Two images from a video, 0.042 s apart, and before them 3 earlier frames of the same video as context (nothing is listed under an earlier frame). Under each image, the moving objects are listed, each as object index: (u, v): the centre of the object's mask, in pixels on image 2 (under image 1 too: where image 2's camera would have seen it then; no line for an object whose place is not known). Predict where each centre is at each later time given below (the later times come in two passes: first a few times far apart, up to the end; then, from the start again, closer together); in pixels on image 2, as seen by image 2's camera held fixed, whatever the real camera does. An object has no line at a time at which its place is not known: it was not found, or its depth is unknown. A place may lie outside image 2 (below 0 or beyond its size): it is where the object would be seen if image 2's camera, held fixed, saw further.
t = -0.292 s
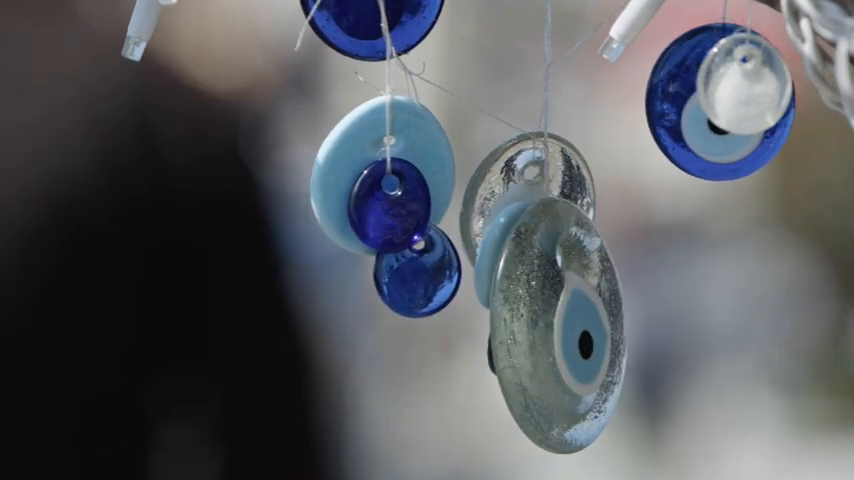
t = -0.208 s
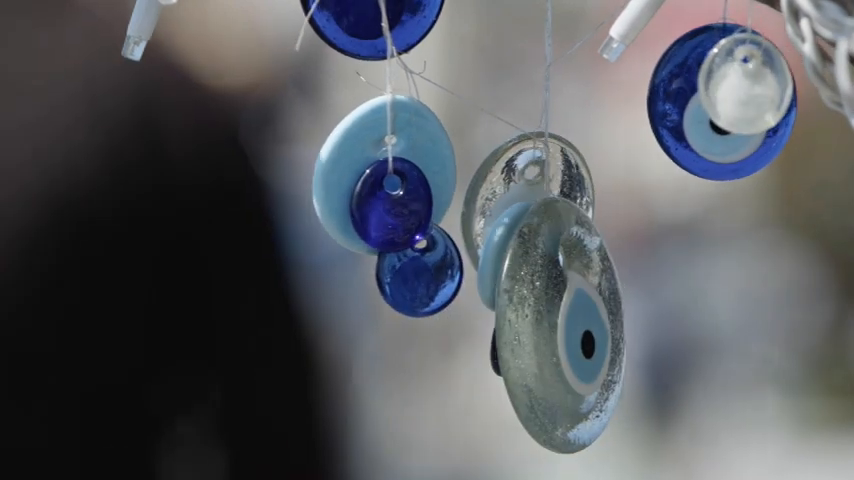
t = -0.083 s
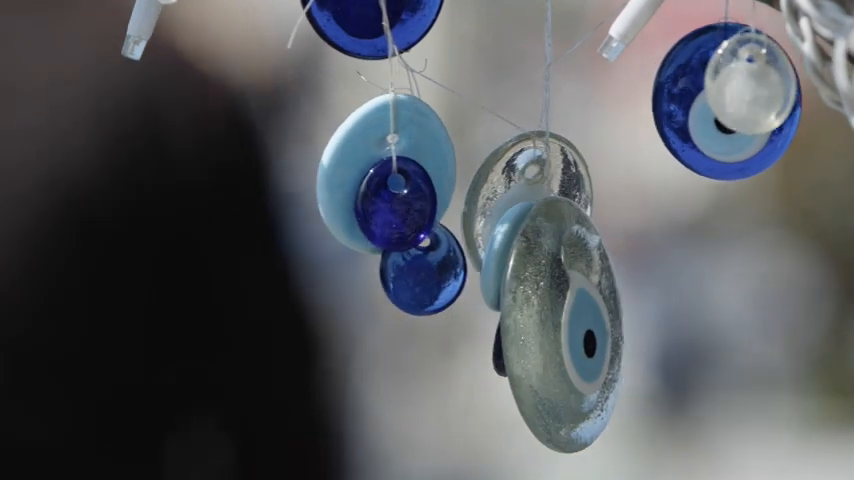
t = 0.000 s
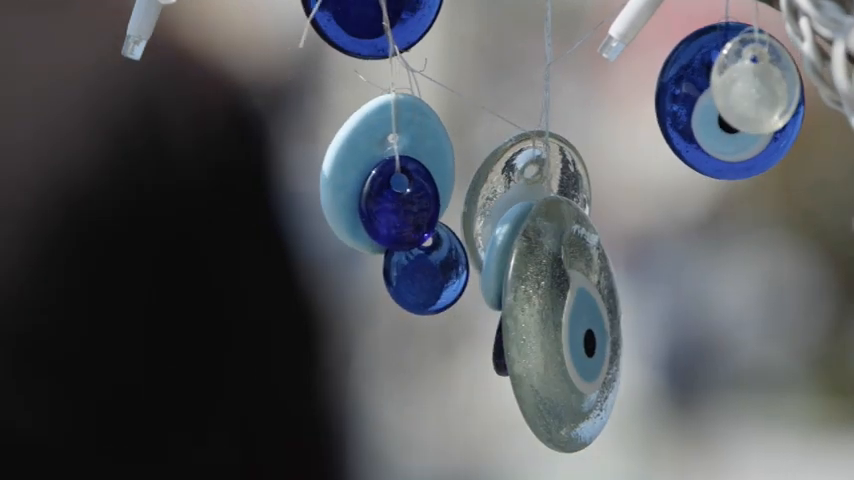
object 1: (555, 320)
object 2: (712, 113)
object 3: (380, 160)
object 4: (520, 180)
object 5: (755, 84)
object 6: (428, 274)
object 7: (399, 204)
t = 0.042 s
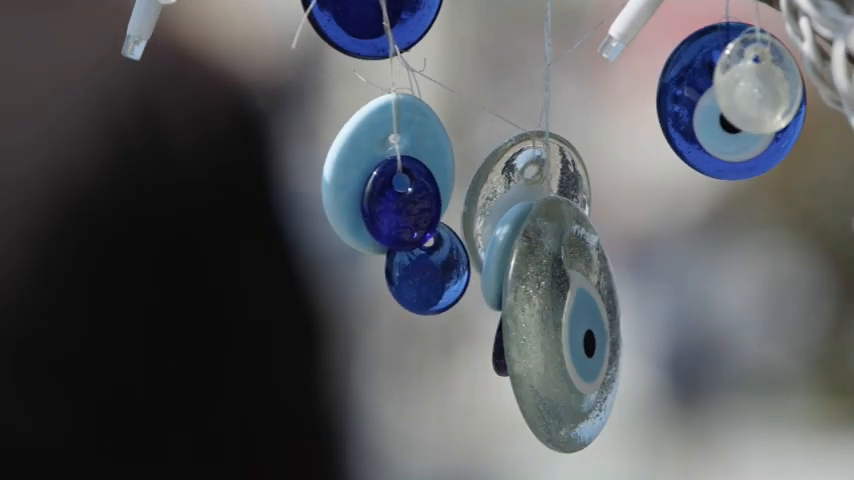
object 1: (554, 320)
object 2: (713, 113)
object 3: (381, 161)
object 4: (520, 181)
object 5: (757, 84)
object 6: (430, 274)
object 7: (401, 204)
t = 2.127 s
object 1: (546, 326)
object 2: (716, 111)
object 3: (377, 158)
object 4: (558, 174)
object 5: (761, 84)
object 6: (417, 276)
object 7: (386, 205)
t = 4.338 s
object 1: (533, 324)
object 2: (741, 131)
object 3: (365, 163)
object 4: (559, 174)
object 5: (735, 81)
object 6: (411, 277)
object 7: (391, 203)
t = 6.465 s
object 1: (549, 324)
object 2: (708, 127)
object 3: (377, 162)
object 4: (534, 176)
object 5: (733, 82)
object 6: (428, 275)
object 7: (404, 203)
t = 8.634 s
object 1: (559, 322)
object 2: (702, 114)
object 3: (379, 161)
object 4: (530, 178)
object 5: (746, 84)
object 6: (430, 275)
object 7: (400, 203)
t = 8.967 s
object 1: (553, 319)
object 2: (710, 107)
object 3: (379, 162)
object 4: (516, 183)
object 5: (765, 84)
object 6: (434, 274)
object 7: (403, 203)
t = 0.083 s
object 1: (553, 320)
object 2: (714, 113)
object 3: (380, 161)
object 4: (520, 181)
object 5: (759, 84)
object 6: (431, 274)
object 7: (403, 204)
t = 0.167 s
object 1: (551, 320)
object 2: (713, 112)
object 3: (380, 162)
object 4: (519, 180)
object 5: (762, 84)
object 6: (432, 275)
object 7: (405, 203)
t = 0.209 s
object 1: (550, 320)
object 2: (713, 112)
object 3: (379, 162)
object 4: (518, 180)
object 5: (762, 84)
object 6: (432, 275)
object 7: (405, 204)
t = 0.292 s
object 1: (548, 320)
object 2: (710, 111)
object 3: (378, 162)
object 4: (517, 182)
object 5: (761, 84)
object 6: (431, 275)
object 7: (405, 203)
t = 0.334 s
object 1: (546, 320)
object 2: (709, 111)
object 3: (378, 162)
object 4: (517, 181)
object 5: (760, 84)
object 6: (430, 275)
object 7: (405, 203)
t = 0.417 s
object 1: (545, 321)
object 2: (706, 112)
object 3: (376, 162)
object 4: (518, 179)
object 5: (755, 84)
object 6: (429, 275)
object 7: (404, 202)
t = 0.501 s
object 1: (544, 321)
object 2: (703, 112)
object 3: (376, 162)
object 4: (520, 178)
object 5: (749, 83)
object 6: (428, 274)
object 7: (402, 201)
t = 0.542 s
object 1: (544, 320)
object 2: (703, 113)
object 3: (376, 161)
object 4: (522, 176)
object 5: (746, 83)
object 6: (428, 274)
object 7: (401, 201)
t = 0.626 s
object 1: (545, 321)
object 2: (702, 114)
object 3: (376, 160)
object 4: (525, 176)
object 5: (742, 82)
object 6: (426, 273)
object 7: (398, 201)
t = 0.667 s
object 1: (545, 321)
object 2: (702, 115)
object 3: (375, 160)
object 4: (527, 175)
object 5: (741, 82)
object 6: (424, 273)
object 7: (397, 202)
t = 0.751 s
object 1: (547, 321)
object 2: (703, 116)
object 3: (374, 159)
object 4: (534, 174)
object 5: (741, 83)
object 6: (422, 274)
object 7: (393, 202)
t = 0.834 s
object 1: (548, 321)
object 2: (706, 116)
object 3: (377, 157)
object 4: (539, 173)
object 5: (744, 83)
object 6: (419, 274)
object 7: (389, 203)
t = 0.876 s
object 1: (549, 322)
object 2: (708, 116)
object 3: (377, 157)
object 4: (547, 173)
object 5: (746, 83)
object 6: (418, 274)
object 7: (388, 203)
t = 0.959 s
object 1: (550, 322)
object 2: (712, 114)
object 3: (376, 157)
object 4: (552, 173)
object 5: (751, 83)
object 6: (415, 275)
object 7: (385, 204)
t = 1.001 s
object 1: (549, 322)
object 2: (714, 111)
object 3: (375, 157)
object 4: (554, 173)
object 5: (754, 83)
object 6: (414, 275)
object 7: (384, 204)
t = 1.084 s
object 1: (548, 323)
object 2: (713, 112)
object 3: (371, 158)
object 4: (559, 173)
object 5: (758, 83)
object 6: (412, 275)
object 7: (383, 204)
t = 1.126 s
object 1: (547, 323)
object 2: (713, 112)
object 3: (372, 158)
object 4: (561, 173)
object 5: (759, 83)
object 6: (412, 275)
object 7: (383, 204)
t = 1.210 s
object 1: (545, 323)
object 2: (712, 111)
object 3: (373, 158)
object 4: (563, 172)
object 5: (761, 84)
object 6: (412, 275)
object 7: (384, 204)
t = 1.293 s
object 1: (544, 324)
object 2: (710, 111)
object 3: (373, 157)
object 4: (566, 173)
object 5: (760, 84)
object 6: (413, 276)
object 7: (387, 204)
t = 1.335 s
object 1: (543, 324)
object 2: (709, 110)
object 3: (372, 158)
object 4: (567, 173)
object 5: (759, 84)
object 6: (415, 275)
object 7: (388, 204)
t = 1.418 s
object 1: (541, 325)
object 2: (711, 107)
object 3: (376, 158)
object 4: (569, 173)
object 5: (756, 83)
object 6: (418, 275)
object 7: (392, 203)
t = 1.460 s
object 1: (541, 325)
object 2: (706, 111)
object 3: (376, 158)
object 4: (568, 174)
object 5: (751, 86)
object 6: (420, 275)
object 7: (395, 203)
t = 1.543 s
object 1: (539, 325)
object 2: (707, 111)
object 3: (376, 158)
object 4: (566, 175)
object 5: (748, 82)
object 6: (424, 274)
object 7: (399, 203)
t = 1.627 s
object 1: (539, 326)
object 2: (722, 100)
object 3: (377, 162)
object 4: (565, 175)
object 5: (744, 81)
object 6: (426, 275)
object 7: (402, 203)
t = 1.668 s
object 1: (539, 327)
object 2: (704, 114)
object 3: (377, 163)
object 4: (564, 175)
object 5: (743, 82)
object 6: (427, 275)
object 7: (404, 202)
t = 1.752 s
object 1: (539, 327)
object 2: (705, 110)
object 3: (376, 165)
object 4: (563, 175)
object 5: (749, 85)
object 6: (428, 274)
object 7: (406, 201)
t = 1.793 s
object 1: (540, 327)
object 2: (702, 111)
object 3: (377, 166)
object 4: (563, 175)
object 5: (752, 86)
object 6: (430, 275)
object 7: (405, 202)
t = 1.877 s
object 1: (542, 327)
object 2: (704, 110)
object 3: (376, 164)
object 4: (562, 175)
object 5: (762, 86)
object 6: (428, 275)
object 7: (400, 204)
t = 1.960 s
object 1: (543, 327)
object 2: (709, 109)
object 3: (376, 161)
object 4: (561, 175)
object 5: (766, 86)
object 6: (424, 276)
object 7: (394, 205)
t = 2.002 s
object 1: (544, 326)
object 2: (710, 109)
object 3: (376, 160)
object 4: (561, 175)
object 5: (766, 86)
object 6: (422, 276)
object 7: (392, 206)
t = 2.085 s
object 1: (545, 326)
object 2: (714, 110)
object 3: (375, 159)
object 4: (560, 174)
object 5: (764, 84)
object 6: (419, 276)
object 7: (387, 205)
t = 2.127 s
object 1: (546, 326)
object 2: (716, 111)
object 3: (377, 158)
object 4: (558, 174)
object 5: (761, 84)
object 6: (417, 276)
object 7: (386, 205)
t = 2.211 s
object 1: (547, 326)
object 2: (735, 100)
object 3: (380, 158)
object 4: (557, 174)
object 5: (753, 82)
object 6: (415, 274)
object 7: (384, 206)
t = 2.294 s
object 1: (547, 326)
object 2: (722, 125)
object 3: (380, 158)
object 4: (554, 174)
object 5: (744, 81)
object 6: (415, 276)
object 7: (385, 205)
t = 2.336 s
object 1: (547, 327)
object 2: (724, 127)
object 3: (381, 158)
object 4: (553, 174)
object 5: (741, 80)
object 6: (416, 275)
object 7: (386, 205)
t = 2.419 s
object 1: (546, 327)
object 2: (715, 125)
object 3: (382, 157)
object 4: (550, 174)
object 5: (736, 80)
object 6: (422, 274)
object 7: (391, 205)
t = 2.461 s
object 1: (547, 326)
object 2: (706, 119)
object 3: (380, 157)
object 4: (548, 175)
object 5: (736, 80)
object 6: (425, 275)
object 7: (393, 204)
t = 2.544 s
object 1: (553, 323)
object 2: (698, 114)
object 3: (378, 159)
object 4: (544, 175)
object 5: (738, 81)
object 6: (430, 273)
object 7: (398, 201)
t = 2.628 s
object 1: (550, 322)
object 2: (690, 108)
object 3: (377, 160)
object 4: (538, 174)
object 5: (745, 83)
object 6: (432, 272)
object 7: (403, 200)
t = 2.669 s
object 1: (548, 322)
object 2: (689, 106)
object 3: (377, 161)
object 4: (536, 173)
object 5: (749, 84)
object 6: (433, 271)
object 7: (403, 199)
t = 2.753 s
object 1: (546, 321)
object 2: (691, 105)
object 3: (378, 160)
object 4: (535, 174)
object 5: (758, 84)
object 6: (435, 271)
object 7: (407, 197)
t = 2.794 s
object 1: (545, 320)
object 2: (692, 105)
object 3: (378, 161)
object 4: (534, 174)
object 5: (762, 84)
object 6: (435, 271)
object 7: (407, 197)
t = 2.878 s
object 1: (544, 320)
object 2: (697, 105)
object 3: (378, 160)
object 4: (533, 173)
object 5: (768, 84)
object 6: (434, 271)
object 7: (406, 197)
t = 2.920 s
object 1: (544, 320)
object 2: (701, 106)
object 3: (377, 161)
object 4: (533, 173)
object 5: (769, 84)
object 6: (433, 271)
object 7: (405, 198)
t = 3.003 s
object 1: (542, 320)
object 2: (706, 108)
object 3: (374, 160)
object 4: (533, 173)
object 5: (768, 84)
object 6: (428, 272)
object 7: (400, 199)
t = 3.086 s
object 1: (544, 319)
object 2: (715, 112)
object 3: (375, 159)
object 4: (535, 174)
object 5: (764, 83)
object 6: (425, 273)
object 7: (396, 201)
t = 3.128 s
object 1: (545, 320)
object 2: (720, 115)
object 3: (375, 158)
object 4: (535, 174)
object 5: (759, 83)
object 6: (423, 274)
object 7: (392, 202)
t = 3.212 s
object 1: (547, 320)
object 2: (732, 130)
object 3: (376, 157)
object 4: (536, 174)
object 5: (748, 82)
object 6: (418, 274)
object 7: (386, 203)
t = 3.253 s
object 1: (549, 321)
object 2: (741, 131)
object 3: (376, 157)
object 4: (537, 175)
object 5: (743, 81)
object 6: (415, 275)
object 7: (385, 204)
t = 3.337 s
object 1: (552, 322)
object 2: (748, 128)
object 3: (378, 157)
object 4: (549, 174)
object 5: (734, 79)
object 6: (413, 275)
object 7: (382, 205)
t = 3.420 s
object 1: (555, 322)
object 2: (747, 127)
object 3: (377, 157)
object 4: (550, 174)
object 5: (729, 79)
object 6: (412, 274)
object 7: (382, 204)
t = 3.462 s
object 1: (555, 323)
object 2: (739, 130)
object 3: (378, 157)
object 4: (550, 175)
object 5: (729, 80)
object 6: (413, 275)
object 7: (382, 204)
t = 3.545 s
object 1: (556, 324)
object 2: (711, 127)
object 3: (381, 157)
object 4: (553, 174)
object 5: (734, 82)
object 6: (418, 275)
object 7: (386, 204)
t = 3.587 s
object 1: (557, 325)
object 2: (702, 117)
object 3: (380, 158)
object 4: (555, 174)
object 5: (738, 83)
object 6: (421, 274)
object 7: (390, 204)
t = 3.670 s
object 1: (557, 326)
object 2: (695, 110)
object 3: (381, 158)
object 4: (558, 174)
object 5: (748, 84)
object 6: (429, 274)
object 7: (396, 204)
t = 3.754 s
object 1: (553, 328)
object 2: (694, 107)
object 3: (380, 160)
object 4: (558, 174)
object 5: (760, 84)
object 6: (432, 274)
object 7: (401, 204)
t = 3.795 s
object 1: (551, 328)
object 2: (696, 106)
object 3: (381, 162)
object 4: (559, 174)
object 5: (764, 84)
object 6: (435, 274)
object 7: (404, 203)
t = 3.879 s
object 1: (548, 329)
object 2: (701, 107)
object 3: (382, 163)
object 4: (559, 174)
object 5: (769, 84)
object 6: (438, 274)
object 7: (409, 203)
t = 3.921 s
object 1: (546, 329)
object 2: (704, 107)
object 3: (382, 163)
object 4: (559, 174)
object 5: (770, 84)
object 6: (439, 274)
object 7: (411, 202)
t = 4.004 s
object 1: (541, 329)
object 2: (708, 108)
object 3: (380, 164)
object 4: (559, 175)
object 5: (768, 85)
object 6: (436, 275)
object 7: (411, 202)
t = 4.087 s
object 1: (538, 327)
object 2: (715, 112)
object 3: (378, 164)
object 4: (558, 175)
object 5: (762, 84)
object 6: (433, 275)
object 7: (409, 202)
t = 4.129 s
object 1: (537, 327)
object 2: (719, 114)
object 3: (376, 164)
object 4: (559, 174)
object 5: (758, 83)
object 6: (430, 275)
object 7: (407, 202)
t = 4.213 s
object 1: (534, 326)
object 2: (726, 128)
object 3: (372, 163)
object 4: (559, 174)
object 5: (748, 82)
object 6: (422, 276)
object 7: (402, 202)
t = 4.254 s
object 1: (533, 325)
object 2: (733, 131)
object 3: (369, 164)
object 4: (559, 174)
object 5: (742, 81)
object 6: (418, 277)
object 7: (398, 203)
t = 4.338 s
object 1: (533, 324)
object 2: (741, 131)
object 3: (365, 163)
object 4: (559, 174)
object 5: (735, 81)
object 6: (411, 277)
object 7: (391, 203)
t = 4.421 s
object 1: (535, 324)
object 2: (730, 132)
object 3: (363, 162)
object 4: (560, 174)
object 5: (733, 81)
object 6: (407, 277)
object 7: (385, 204)
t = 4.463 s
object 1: (537, 323)
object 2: (714, 128)
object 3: (363, 161)
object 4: (560, 174)
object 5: (733, 81)
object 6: (405, 277)
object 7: (382, 204)
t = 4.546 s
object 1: (539, 323)
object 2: (703, 115)
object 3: (365, 159)
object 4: (560, 174)
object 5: (738, 82)
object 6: (405, 277)
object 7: (380, 204)
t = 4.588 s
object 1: (541, 323)
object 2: (700, 113)
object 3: (366, 159)
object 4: (560, 174)
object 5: (743, 83)
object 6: (406, 277)
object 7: (380, 205)
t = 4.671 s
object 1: (544, 325)
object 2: (695, 108)
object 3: (370, 159)
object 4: (560, 174)
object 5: (752, 84)
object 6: (411, 277)
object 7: (382, 205)
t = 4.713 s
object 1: (546, 326)
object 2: (696, 107)
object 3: (370, 159)
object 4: (560, 174)
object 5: (757, 84)
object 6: (413, 276)
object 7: (384, 205)
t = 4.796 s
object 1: (550, 324)
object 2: (699, 106)
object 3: (377, 158)
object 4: (559, 174)
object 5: (766, 83)
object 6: (421, 275)
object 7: (389, 205)
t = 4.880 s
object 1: (553, 325)
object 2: (703, 107)
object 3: (380, 159)
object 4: (557, 174)
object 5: (770, 83)
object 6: (427, 275)
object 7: (394, 205)
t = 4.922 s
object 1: (553, 326)
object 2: (704, 107)
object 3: (381, 158)
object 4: (555, 174)
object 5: (769, 83)
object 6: (429, 274)
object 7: (396, 205)
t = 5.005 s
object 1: (554, 326)
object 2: (709, 109)
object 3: (380, 160)
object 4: (552, 174)
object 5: (767, 83)
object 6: (434, 274)
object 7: (402, 204)
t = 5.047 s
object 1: (553, 326)
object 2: (711, 111)
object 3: (382, 160)
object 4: (550, 174)
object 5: (764, 83)
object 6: (435, 274)
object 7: (403, 203)
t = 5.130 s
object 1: (552, 326)
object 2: (718, 114)
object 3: (381, 163)
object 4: (548, 174)
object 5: (757, 83)
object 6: (435, 274)
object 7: (406, 203)
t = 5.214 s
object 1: (548, 325)
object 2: (725, 128)
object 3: (379, 163)
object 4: (540, 175)
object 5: (746, 82)
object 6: (433, 274)
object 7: (407, 204)
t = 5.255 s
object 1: (547, 325)
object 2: (730, 131)
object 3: (377, 163)
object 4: (537, 175)
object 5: (742, 82)
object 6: (431, 275)
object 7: (406, 203)
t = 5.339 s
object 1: (544, 323)
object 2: (726, 132)
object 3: (375, 163)
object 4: (532, 176)
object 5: (735, 82)
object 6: (427, 275)
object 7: (404, 203)
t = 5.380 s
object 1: (543, 323)
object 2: (727, 131)
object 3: (374, 163)
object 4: (529, 176)
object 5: (734, 82)
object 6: (426, 275)
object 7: (403, 203)
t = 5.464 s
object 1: (543, 321)
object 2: (710, 127)
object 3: (373, 163)
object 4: (525, 176)
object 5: (734, 82)
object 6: (424, 275)
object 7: (400, 204)
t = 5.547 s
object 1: (544, 318)
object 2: (702, 115)
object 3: (374, 162)
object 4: (522, 177)
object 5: (739, 83)
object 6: (424, 276)
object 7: (397, 204)
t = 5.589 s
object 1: (546, 318)
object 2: (699, 113)
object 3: (375, 161)
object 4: (521, 178)
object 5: (743, 84)
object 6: (425, 276)
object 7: (396, 204)
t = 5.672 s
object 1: (550, 317)
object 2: (697, 109)
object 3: (379, 159)
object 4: (521, 180)
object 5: (752, 85)
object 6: (427, 275)
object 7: (395, 204)
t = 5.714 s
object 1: (551, 317)
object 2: (698, 108)
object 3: (380, 158)
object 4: (520, 180)
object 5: (756, 85)
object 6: (427, 275)
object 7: (393, 204)
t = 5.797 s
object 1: (554, 316)
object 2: (702, 108)
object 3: (383, 156)
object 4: (519, 180)
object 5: (764, 85)
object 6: (427, 272)
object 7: (393, 203)
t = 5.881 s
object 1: (557, 316)
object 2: (707, 108)
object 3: (384, 155)
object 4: (520, 181)
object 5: (768, 85)
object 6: (427, 270)
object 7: (393, 202)
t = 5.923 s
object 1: (559, 316)
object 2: (709, 108)
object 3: (385, 155)
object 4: (519, 181)
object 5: (768, 85)
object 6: (427, 269)
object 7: (393, 202)
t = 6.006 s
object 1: (560, 316)
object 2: (714, 110)
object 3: (383, 154)
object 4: (521, 181)
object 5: (765, 84)
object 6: (427, 269)
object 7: (394, 200)
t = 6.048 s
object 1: (561, 316)
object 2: (716, 112)
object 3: (379, 156)
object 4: (522, 181)
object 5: (762, 84)
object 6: (428, 269)
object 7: (395, 200)
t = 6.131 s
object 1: (559, 317)
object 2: (719, 116)
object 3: (379, 157)
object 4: (522, 180)
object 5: (754, 83)
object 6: (429, 271)
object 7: (397, 200)
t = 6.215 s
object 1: (557, 318)
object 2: (724, 128)
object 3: (379, 157)
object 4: (524, 179)
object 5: (745, 82)
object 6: (430, 273)
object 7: (400, 200)
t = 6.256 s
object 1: (556, 319)
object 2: (729, 131)
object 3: (377, 159)
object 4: (525, 179)
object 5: (741, 82)
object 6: (430, 273)
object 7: (401, 201)
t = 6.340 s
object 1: (554, 322)
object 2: (726, 132)
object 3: (377, 161)
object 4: (528, 178)
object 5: (735, 81)
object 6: (430, 274)
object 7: (403, 201)
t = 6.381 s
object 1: (552, 323)
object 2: (722, 132)
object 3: (378, 162)
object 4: (529, 177)
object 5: (733, 82)
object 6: (430, 275)
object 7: (403, 202)
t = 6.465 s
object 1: (549, 324)
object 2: (708, 127)
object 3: (377, 162)
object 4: (534, 176)
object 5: (733, 82)
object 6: (428, 275)
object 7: (404, 203)
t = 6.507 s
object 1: (548, 324)
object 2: (700, 118)
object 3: (377, 162)
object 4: (535, 175)
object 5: (735, 83)
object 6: (424, 276)
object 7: (403, 203)
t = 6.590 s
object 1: (547, 323)
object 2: (697, 112)
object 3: (376, 161)
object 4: (538, 174)
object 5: (742, 84)
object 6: (420, 276)
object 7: (401, 203)
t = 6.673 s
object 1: (545, 323)
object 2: (696, 109)
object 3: (375, 161)
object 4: (539, 173)
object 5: (751, 85)
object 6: (416, 277)
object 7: (398, 204)
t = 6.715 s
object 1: (545, 323)
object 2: (697, 108)
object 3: (374, 160)
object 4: (539, 173)
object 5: (756, 85)
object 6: (414, 276)
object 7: (395, 204)
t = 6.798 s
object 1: (543, 324)
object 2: (702, 108)
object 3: (374, 159)
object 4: (547, 173)
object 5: (763, 85)
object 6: (410, 276)
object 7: (390, 205)
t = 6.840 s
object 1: (543, 324)
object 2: (704, 108)
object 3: (374, 159)
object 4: (548, 173)
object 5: (766, 84)
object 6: (409, 276)
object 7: (388, 205)
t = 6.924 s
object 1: (545, 324)
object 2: (709, 108)
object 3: (376, 159)
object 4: (551, 173)
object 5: (769, 84)
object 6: (411, 275)
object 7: (388, 205)
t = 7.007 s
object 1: (546, 324)
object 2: (713, 109)
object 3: (377, 159)
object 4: (555, 173)
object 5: (767, 84)
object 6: (415, 275)
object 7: (389, 205)
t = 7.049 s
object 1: (547, 324)
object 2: (714, 110)
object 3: (380, 158)
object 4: (556, 174)
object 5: (765, 84)
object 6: (416, 275)
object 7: (390, 205)
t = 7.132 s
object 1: (548, 325)
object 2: (717, 113)
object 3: (377, 159)
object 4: (558, 174)
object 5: (758, 83)
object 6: (419, 275)
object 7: (391, 205)
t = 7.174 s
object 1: (549, 325)
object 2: (717, 116)
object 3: (378, 159)
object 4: (559, 174)
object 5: (754, 82)
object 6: (421, 275)
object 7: (392, 204)
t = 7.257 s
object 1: (550, 325)
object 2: (714, 122)
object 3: (377, 160)
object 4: (562, 174)
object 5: (746, 82)
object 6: (424, 275)
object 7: (395, 204)
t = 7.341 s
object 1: (549, 325)
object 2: (713, 126)
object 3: (376, 160)
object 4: (563, 174)
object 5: (740, 81)
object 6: (426, 275)
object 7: (397, 203)
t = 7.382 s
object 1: (549, 324)
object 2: (708, 124)
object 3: (375, 160)
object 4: (564, 174)
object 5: (738, 81)
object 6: (426, 274)
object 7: (398, 202)
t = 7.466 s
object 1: (547, 323)
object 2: (701, 117)
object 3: (374, 162)
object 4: (564, 173)
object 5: (738, 82)
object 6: (426, 274)
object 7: (399, 201)
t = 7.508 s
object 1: (546, 323)
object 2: (702, 116)
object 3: (373, 162)
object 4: (564, 173)
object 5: (739, 82)
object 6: (425, 274)
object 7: (399, 201)
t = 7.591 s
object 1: (544, 323)
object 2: (699, 111)
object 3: (371, 162)
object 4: (563, 173)
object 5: (743, 84)
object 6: (422, 275)
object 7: (399, 201)
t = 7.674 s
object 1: (540, 323)
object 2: (698, 109)
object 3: (370, 162)
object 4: (561, 173)
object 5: (750, 84)
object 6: (420, 275)
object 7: (399, 201)
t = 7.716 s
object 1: (539, 323)
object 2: (699, 109)
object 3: (370, 162)
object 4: (560, 173)
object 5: (755, 84)
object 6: (420, 275)
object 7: (398, 201)
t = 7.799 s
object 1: (538, 324)
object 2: (704, 108)
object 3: (370, 162)
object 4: (560, 174)
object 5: (763, 83)
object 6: (420, 275)
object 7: (398, 202)
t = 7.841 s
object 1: (536, 324)
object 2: (707, 107)
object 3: (370, 162)
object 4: (558, 174)
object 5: (766, 83)
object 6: (419, 275)
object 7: (397, 202)
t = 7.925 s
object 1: (537, 324)
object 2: (713, 107)
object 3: (372, 162)
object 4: (556, 174)
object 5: (769, 83)
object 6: (421, 276)
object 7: (397, 202)
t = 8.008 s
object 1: (538, 325)
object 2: (718, 107)
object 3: (374, 161)
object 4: (554, 174)
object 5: (768, 83)
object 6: (422, 276)
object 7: (395, 203)
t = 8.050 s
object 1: (539, 325)
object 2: (720, 108)
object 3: (375, 160)
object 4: (552, 173)
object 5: (766, 83)
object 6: (423, 276)
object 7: (395, 203)
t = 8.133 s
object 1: (541, 326)
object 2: (722, 111)
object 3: (379, 158)
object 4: (550, 174)
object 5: (760, 83)
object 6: (425, 275)
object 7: (395, 204)
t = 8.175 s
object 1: (543, 326)
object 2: (721, 117)
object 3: (379, 159)
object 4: (548, 174)
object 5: (756, 82)
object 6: (425, 275)
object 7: (395, 204)
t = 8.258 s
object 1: (547, 325)
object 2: (720, 124)
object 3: (379, 159)
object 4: (547, 174)
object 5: (749, 82)
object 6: (426, 275)
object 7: (396, 204)
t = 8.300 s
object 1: (548, 324)
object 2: (716, 124)
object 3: (378, 159)
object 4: (539, 173)
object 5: (745, 82)
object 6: (425, 275)
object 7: (396, 204)
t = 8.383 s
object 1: (552, 324)
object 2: (710, 124)
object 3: (379, 159)
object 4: (539, 174)
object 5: (741, 82)
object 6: (425, 275)
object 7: (396, 204)
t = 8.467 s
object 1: (554, 324)
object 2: (705, 122)
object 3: (381, 158)
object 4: (536, 176)
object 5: (739, 83)
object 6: (426, 275)
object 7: (396, 205)
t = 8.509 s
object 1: (556, 324)
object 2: (705, 120)
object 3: (381, 158)
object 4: (533, 177)
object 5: (740, 83)
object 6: (427, 275)
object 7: (397, 204)
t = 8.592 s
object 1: (558, 323)
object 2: (703, 115)
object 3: (379, 160)
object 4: (531, 177)
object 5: (744, 84)
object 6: (430, 275)
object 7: (400, 204)
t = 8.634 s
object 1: (559, 322)
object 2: (702, 114)
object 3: (379, 161)
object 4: (530, 178)
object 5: (746, 84)
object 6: (430, 275)
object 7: (400, 203)
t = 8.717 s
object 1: (559, 319)
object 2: (703, 112)
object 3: (380, 162)
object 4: (526, 179)
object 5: (753, 85)
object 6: (432, 274)
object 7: (403, 203)
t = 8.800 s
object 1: (558, 319)
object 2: (706, 110)
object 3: (380, 161)
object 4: (523, 180)
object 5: (759, 85)
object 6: (432, 274)
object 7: (403, 203)
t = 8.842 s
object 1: (557, 319)
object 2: (707, 109)
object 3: (381, 160)
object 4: (522, 180)
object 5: (762, 85)
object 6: (432, 275)
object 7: (404, 203)
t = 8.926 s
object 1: (555, 319)
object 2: (710, 107)
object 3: (381, 160)
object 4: (517, 183)
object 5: (765, 84)
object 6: (434, 274)
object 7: (404, 203)
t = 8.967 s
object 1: (553, 319)
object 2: (710, 107)
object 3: (379, 162)
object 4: (516, 183)
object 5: (765, 84)
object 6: (434, 274)
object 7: (403, 203)
